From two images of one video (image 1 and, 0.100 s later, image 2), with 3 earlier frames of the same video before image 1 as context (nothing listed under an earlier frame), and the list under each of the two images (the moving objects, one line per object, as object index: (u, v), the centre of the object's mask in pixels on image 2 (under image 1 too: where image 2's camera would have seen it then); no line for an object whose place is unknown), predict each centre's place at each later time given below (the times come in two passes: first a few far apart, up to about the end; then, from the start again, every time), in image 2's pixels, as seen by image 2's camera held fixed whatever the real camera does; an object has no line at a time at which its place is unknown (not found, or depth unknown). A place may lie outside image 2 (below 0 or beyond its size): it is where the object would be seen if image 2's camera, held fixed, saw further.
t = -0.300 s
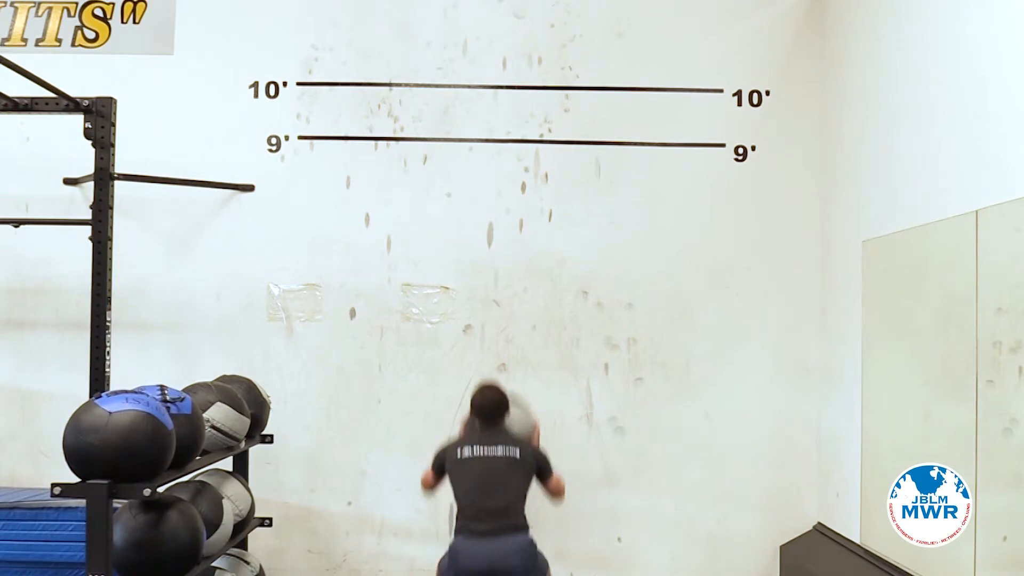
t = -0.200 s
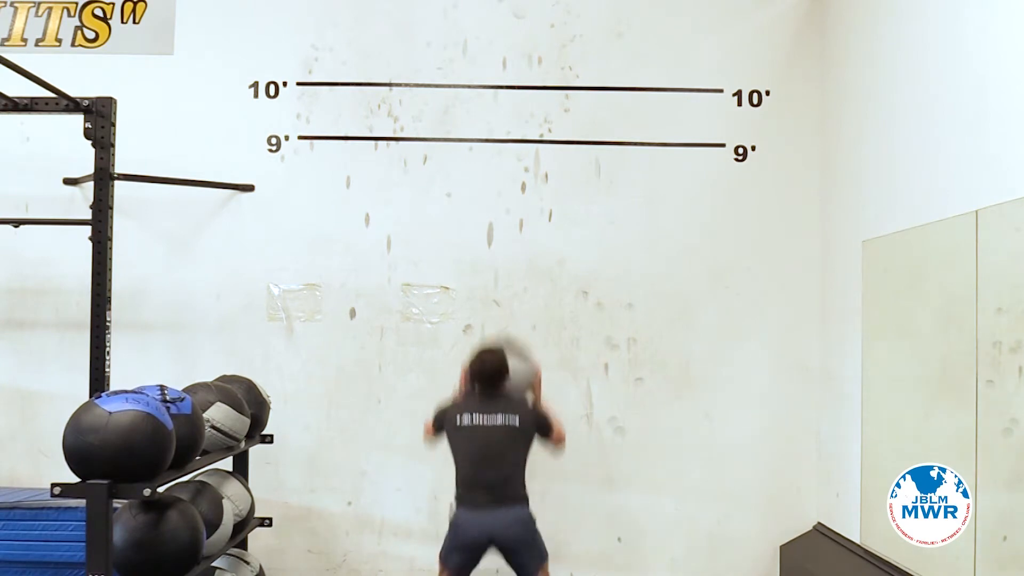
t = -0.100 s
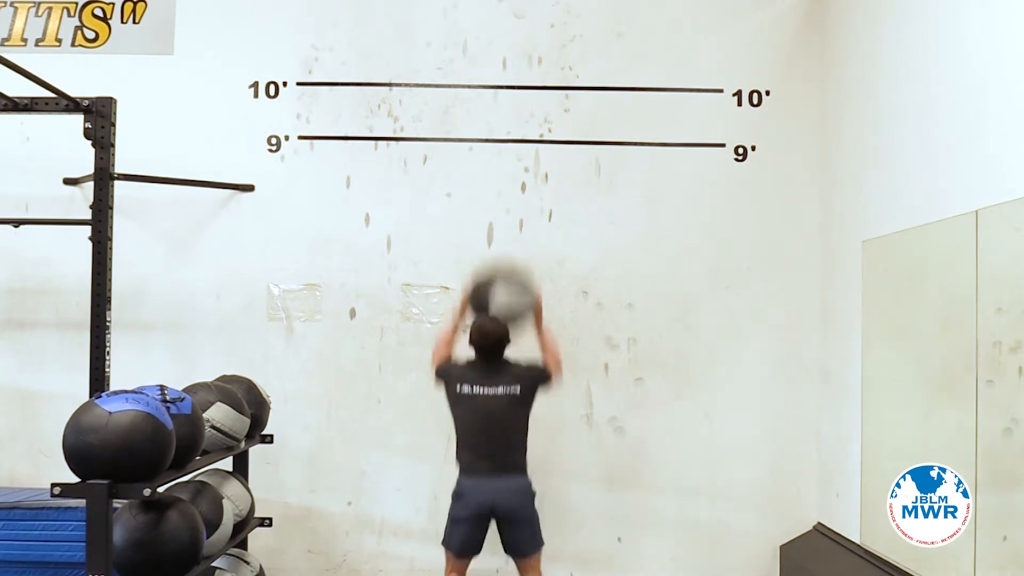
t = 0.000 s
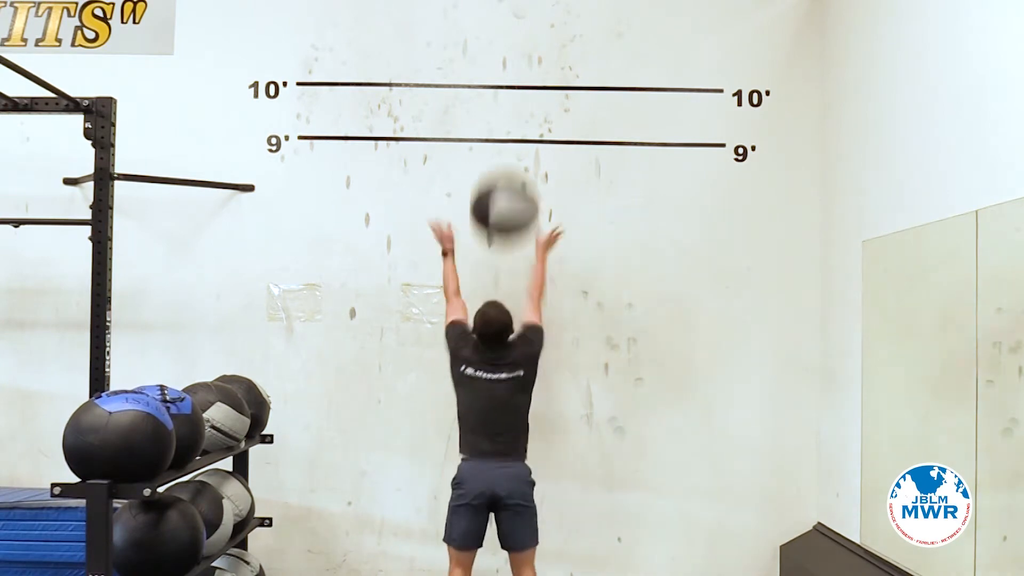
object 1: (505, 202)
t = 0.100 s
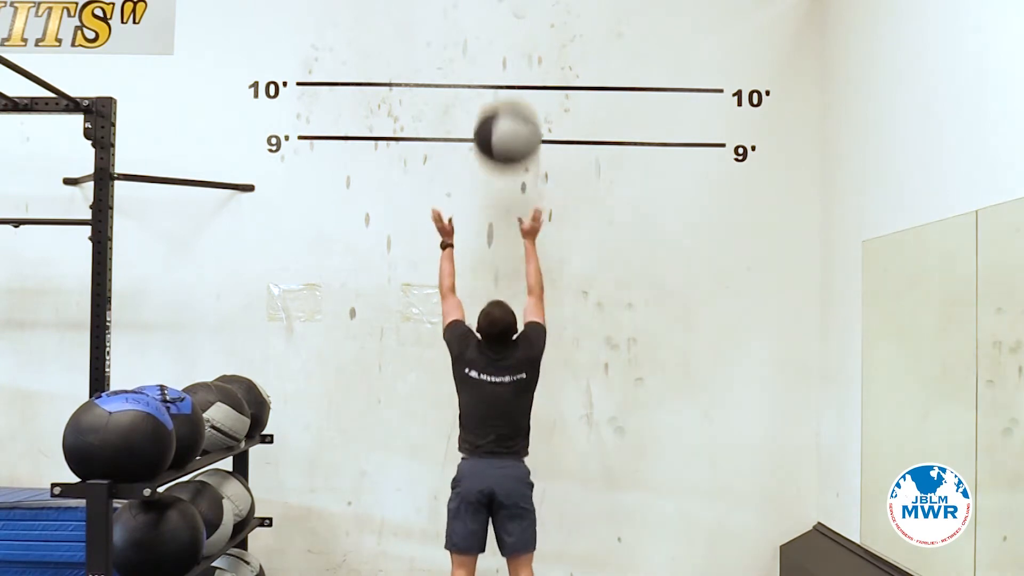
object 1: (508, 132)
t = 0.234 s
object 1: (511, 72)
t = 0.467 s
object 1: (514, 39)
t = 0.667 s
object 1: (516, 77)
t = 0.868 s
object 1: (517, 192)
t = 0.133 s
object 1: (508, 117)
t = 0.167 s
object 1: (509, 97)
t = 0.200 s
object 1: (510, 84)
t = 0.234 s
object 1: (511, 72)
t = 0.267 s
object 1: (512, 62)
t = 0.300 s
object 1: (512, 55)
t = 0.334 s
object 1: (512, 49)
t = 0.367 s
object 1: (513, 46)
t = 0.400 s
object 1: (514, 41)
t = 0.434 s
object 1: (514, 39)
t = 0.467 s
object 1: (514, 39)
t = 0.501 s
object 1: (515, 40)
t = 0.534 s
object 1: (515, 44)
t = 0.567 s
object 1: (515, 49)
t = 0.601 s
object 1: (516, 56)
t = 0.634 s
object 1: (516, 66)
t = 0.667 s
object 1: (516, 77)
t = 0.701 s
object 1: (516, 89)
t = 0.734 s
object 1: (517, 105)
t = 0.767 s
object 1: (517, 124)
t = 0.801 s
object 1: (517, 144)
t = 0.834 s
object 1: (518, 171)
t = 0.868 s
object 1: (517, 192)
